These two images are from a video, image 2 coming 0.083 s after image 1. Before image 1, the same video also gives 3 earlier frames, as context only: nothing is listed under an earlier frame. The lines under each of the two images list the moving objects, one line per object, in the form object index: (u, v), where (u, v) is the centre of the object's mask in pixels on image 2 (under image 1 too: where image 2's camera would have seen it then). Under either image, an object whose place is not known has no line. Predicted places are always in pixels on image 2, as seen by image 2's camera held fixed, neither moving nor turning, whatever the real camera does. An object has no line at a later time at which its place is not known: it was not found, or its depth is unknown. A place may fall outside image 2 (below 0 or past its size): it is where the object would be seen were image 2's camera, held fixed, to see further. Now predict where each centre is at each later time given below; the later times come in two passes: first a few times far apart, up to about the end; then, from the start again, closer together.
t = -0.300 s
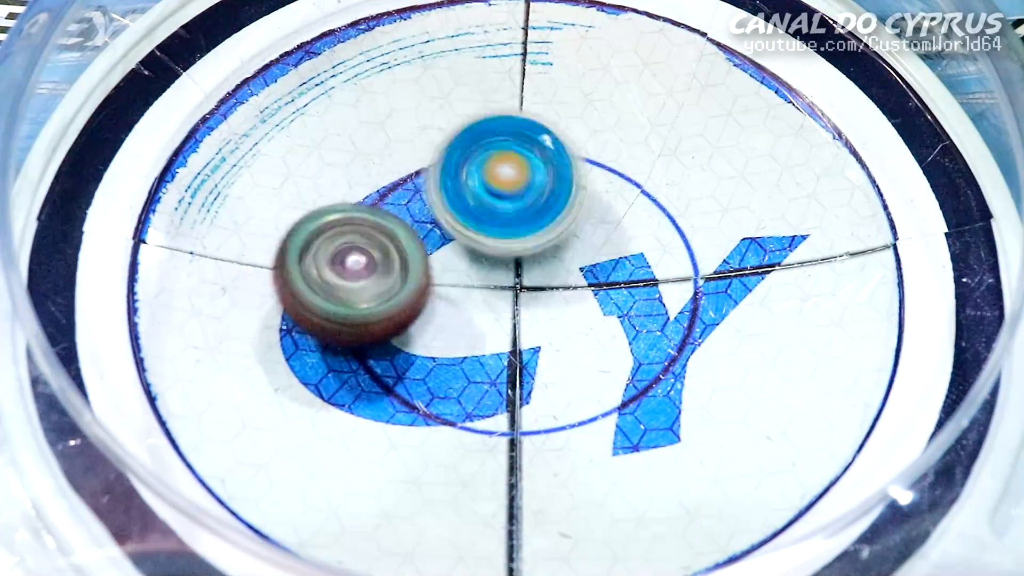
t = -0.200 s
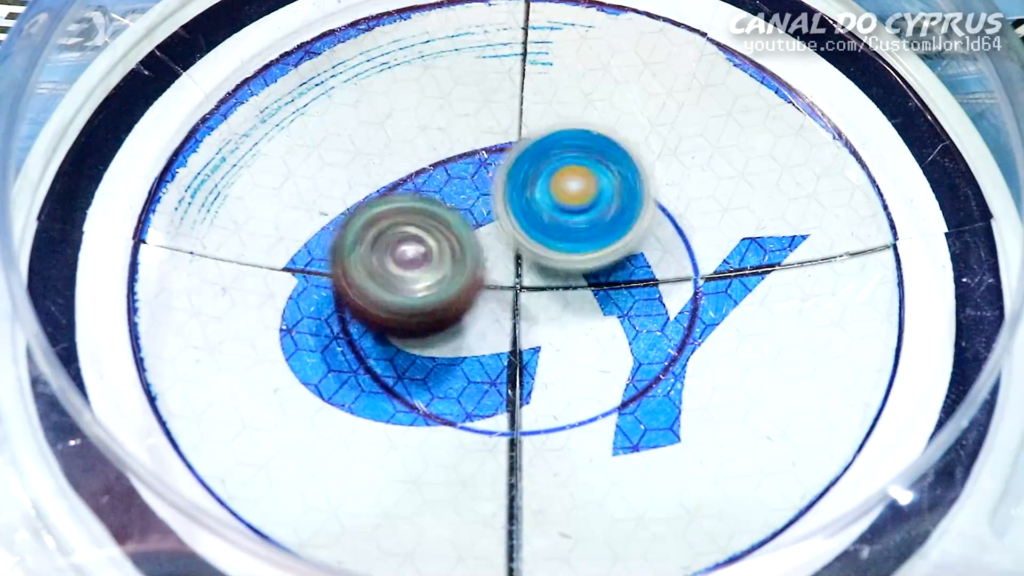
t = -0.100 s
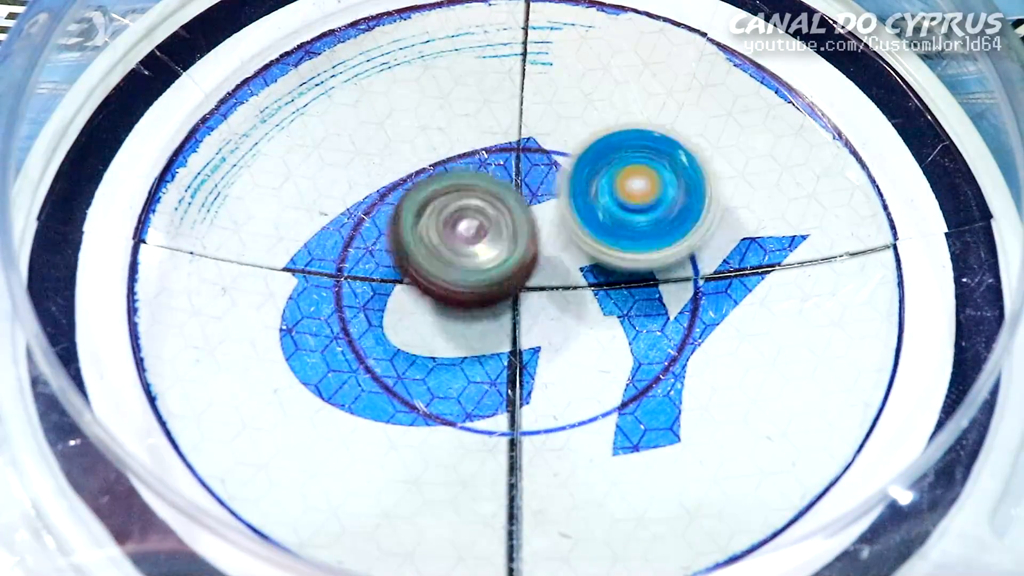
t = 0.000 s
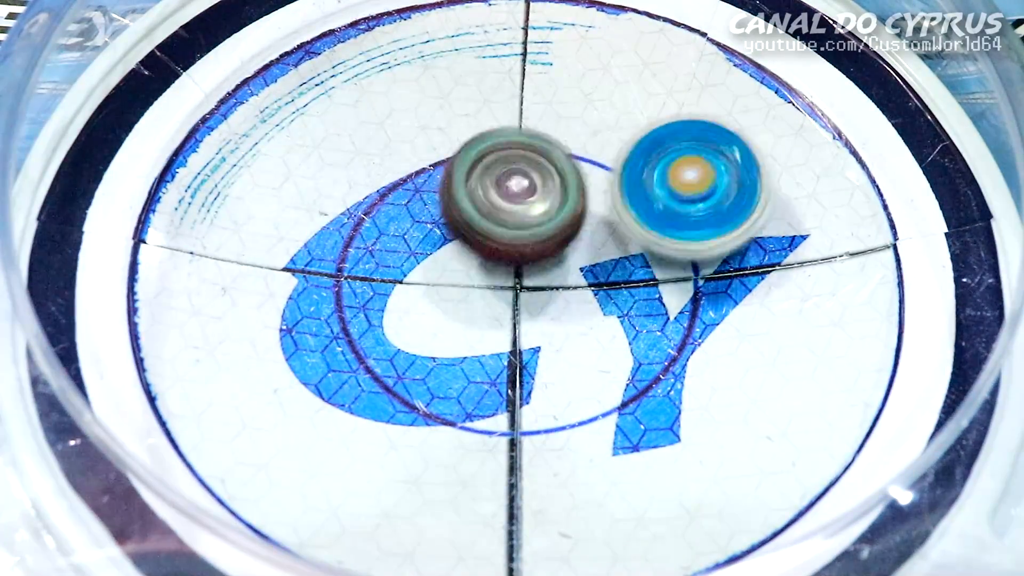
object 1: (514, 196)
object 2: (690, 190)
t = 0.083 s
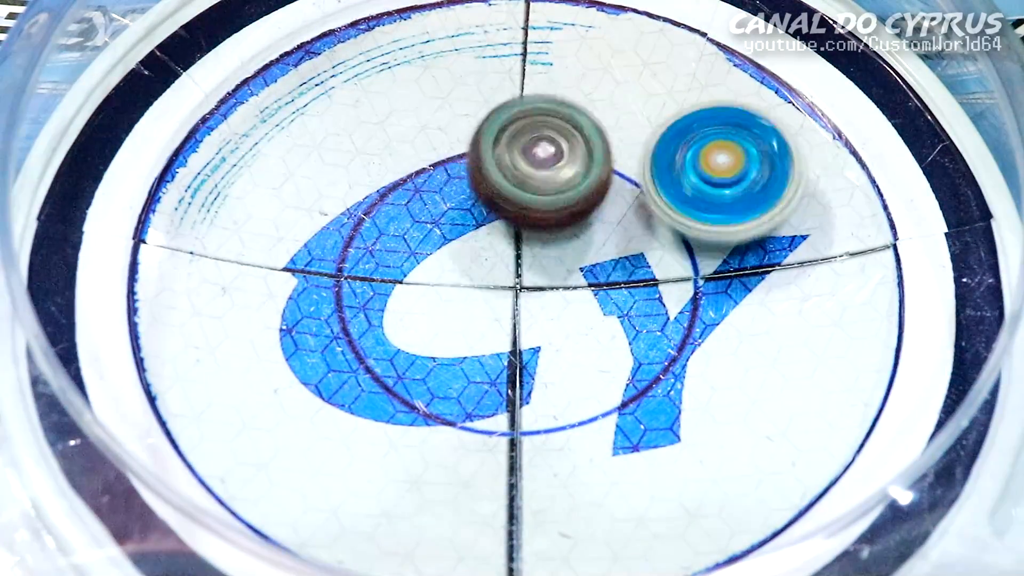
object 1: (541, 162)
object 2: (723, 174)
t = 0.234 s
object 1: (562, 115)
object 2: (716, 158)
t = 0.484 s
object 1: (482, 120)
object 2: (670, 225)
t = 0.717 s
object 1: (478, 247)
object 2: (629, 337)
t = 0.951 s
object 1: (503, 283)
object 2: (663, 408)
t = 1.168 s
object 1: (476, 246)
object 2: (634, 408)
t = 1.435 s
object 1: (459, 212)
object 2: (494, 362)
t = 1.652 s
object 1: (466, 205)
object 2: (371, 341)
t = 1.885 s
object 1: (502, 219)
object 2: (330, 331)
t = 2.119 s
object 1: (553, 234)
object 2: (382, 262)
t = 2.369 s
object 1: (652, 217)
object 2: (421, 157)
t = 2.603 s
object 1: (636, 207)
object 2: (400, 103)
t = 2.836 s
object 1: (556, 265)
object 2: (427, 147)
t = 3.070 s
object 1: (654, 435)
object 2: (520, 172)
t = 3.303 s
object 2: (640, 165)
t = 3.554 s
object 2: (645, 161)
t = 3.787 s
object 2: (597, 256)
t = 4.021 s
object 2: (626, 346)
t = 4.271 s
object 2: (607, 307)
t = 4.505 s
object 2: (511, 324)
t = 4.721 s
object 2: (459, 338)
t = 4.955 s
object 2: (438, 315)
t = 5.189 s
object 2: (432, 249)
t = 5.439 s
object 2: (414, 186)
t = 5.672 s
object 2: (435, 166)
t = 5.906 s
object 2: (485, 174)
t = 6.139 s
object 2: (579, 204)
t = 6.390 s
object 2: (650, 221)
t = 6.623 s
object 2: (648, 241)
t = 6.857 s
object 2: (587, 288)
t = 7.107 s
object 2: (515, 336)
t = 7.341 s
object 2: (457, 351)
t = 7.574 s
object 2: (424, 329)
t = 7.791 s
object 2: (434, 284)
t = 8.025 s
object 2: (440, 201)
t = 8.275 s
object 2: (424, 165)
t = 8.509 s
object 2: (469, 191)
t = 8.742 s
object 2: (556, 208)
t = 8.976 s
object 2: (623, 208)
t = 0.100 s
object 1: (543, 156)
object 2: (725, 170)
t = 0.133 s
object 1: (551, 143)
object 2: (729, 166)
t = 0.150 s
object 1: (554, 137)
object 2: (728, 164)
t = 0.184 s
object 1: (558, 128)
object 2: (724, 161)
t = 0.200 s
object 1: (560, 123)
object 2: (723, 160)
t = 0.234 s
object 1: (562, 115)
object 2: (716, 158)
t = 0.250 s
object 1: (563, 112)
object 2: (712, 159)
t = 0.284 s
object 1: (559, 106)
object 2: (706, 162)
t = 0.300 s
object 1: (552, 103)
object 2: (705, 165)
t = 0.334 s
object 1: (539, 98)
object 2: (700, 173)
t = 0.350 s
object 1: (534, 98)
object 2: (698, 177)
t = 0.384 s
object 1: (521, 99)
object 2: (692, 186)
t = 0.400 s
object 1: (515, 101)
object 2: (689, 191)
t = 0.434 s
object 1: (502, 105)
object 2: (682, 205)
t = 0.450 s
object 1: (494, 108)
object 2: (680, 210)
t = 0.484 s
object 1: (482, 120)
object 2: (670, 225)
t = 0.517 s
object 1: (472, 135)
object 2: (663, 241)
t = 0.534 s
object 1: (466, 141)
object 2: (660, 249)
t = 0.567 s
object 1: (462, 160)
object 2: (650, 267)
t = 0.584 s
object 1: (460, 168)
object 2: (647, 276)
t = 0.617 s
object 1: (458, 186)
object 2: (639, 293)
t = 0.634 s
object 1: (460, 195)
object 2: (637, 301)
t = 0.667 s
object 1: (463, 216)
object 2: (632, 317)
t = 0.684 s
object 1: (468, 226)
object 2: (631, 324)
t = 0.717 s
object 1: (478, 247)
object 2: (629, 337)
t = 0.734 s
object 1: (481, 256)
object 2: (628, 345)
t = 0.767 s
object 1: (493, 271)
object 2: (631, 359)
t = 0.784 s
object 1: (496, 278)
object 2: (636, 368)
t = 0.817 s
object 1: (504, 287)
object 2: (644, 379)
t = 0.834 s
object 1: (508, 291)
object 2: (645, 382)
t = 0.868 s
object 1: (512, 293)
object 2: (650, 389)
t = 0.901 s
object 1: (508, 288)
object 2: (657, 398)
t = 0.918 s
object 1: (506, 286)
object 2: (660, 402)
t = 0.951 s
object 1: (503, 283)
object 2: (663, 408)
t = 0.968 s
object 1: (502, 280)
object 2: (665, 410)
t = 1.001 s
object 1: (499, 275)
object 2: (665, 413)
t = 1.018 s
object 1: (496, 272)
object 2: (664, 415)
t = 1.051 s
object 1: (492, 267)
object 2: (659, 415)
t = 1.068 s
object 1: (491, 264)
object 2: (656, 415)
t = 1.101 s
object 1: (486, 258)
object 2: (651, 414)
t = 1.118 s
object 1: (483, 254)
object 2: (646, 413)
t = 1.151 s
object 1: (479, 248)
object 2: (640, 410)
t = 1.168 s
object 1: (476, 246)
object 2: (634, 408)
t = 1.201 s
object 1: (473, 242)
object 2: (625, 404)
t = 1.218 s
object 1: (470, 240)
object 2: (618, 401)
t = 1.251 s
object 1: (465, 234)
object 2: (607, 395)
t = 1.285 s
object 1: (464, 229)
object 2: (590, 389)
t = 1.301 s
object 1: (464, 226)
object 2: (581, 386)
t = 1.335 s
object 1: (462, 222)
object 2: (561, 380)
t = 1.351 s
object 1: (461, 220)
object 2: (550, 377)
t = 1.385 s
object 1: (459, 217)
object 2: (526, 371)
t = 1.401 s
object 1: (460, 215)
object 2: (516, 368)
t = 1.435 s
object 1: (459, 212)
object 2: (494, 362)
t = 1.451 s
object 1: (458, 211)
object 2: (484, 359)
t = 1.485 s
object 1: (458, 208)
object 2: (461, 353)
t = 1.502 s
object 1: (458, 207)
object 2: (451, 351)
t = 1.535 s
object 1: (458, 205)
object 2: (431, 348)
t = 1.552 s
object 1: (459, 205)
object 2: (423, 347)
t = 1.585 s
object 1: (461, 204)
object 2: (404, 345)
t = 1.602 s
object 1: (461, 204)
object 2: (395, 344)
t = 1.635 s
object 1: (464, 205)
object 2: (377, 343)
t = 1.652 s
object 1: (466, 205)
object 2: (371, 341)
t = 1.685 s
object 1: (469, 206)
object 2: (358, 340)
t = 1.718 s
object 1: (473, 207)
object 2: (347, 340)
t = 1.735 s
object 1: (474, 208)
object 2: (342, 340)
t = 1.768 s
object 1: (479, 210)
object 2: (336, 339)
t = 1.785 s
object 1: (483, 212)
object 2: (333, 338)
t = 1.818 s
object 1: (489, 214)
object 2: (330, 337)
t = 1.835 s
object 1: (492, 214)
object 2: (328, 336)
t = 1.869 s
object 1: (499, 217)
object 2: (329, 333)
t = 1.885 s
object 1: (502, 219)
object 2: (330, 331)
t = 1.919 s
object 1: (508, 221)
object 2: (334, 327)
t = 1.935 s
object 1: (511, 221)
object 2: (336, 324)
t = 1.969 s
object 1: (517, 223)
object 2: (344, 318)
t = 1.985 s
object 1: (519, 223)
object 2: (347, 314)
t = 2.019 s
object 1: (525, 224)
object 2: (356, 304)
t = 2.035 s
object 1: (529, 227)
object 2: (361, 298)
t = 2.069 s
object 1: (535, 232)
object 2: (371, 284)
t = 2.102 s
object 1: (545, 234)
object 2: (379, 271)
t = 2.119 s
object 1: (553, 234)
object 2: (382, 262)
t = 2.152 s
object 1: (571, 232)
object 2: (391, 244)
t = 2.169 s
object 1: (580, 231)
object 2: (394, 237)
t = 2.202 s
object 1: (596, 230)
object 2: (402, 223)
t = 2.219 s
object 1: (603, 229)
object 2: (405, 216)
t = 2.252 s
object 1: (617, 228)
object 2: (411, 203)
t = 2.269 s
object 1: (624, 226)
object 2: (413, 197)
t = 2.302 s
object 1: (636, 223)
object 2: (416, 183)
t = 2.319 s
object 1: (640, 222)
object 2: (418, 177)
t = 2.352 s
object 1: (648, 219)
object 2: (420, 163)
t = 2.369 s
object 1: (652, 217)
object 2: (421, 157)
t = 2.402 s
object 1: (657, 214)
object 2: (421, 143)
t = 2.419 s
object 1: (658, 213)
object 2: (421, 137)
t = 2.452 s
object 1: (660, 211)
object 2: (418, 127)
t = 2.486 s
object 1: (659, 208)
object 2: (413, 117)
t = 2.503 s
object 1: (658, 206)
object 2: (409, 113)
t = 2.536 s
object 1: (654, 206)
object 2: (404, 107)
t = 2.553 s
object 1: (650, 206)
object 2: (403, 106)
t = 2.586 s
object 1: (641, 206)
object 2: (401, 103)
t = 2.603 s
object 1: (636, 207)
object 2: (400, 103)
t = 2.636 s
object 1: (625, 208)
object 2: (398, 104)
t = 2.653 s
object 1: (619, 210)
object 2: (398, 105)
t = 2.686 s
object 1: (605, 214)
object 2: (398, 110)
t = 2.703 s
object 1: (598, 215)
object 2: (400, 113)
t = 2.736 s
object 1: (582, 221)
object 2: (404, 123)
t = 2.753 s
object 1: (574, 223)
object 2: (406, 128)
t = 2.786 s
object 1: (556, 230)
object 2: (417, 141)
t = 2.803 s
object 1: (548, 233)
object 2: (423, 148)
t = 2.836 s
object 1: (556, 265)
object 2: (427, 147)
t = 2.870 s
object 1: (575, 304)
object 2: (432, 146)
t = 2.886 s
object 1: (581, 322)
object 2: (436, 147)
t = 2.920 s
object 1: (596, 349)
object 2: (447, 151)
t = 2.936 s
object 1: (602, 360)
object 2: (454, 153)
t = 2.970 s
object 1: (617, 383)
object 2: (468, 159)
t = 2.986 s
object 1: (626, 394)
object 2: (475, 162)
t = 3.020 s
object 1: (639, 412)
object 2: (493, 167)
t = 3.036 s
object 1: (644, 421)
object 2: (502, 169)
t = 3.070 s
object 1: (654, 435)
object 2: (520, 172)
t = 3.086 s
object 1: (657, 440)
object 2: (528, 174)
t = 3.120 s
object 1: (665, 450)
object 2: (550, 177)
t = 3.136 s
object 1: (669, 453)
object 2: (557, 178)
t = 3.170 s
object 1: (673, 457)
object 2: (577, 178)
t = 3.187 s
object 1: (674, 458)
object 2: (585, 178)
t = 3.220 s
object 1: (675, 455)
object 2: (605, 175)
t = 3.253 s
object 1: (672, 451)
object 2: (620, 172)
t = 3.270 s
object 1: (669, 447)
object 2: (627, 169)
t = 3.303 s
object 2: (640, 165)
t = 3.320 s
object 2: (644, 165)
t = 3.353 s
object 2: (653, 162)
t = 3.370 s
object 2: (656, 160)
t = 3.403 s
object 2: (661, 157)
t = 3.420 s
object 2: (661, 156)
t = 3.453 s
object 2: (660, 154)
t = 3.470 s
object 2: (659, 154)
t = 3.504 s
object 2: (655, 155)
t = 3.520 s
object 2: (652, 156)
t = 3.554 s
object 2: (645, 161)
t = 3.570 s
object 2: (641, 163)
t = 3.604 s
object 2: (632, 171)
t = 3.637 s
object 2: (622, 187)
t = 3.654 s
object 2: (618, 196)
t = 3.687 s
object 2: (610, 211)
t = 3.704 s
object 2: (605, 219)
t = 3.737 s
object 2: (600, 234)
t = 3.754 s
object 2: (599, 241)
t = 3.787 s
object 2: (597, 256)
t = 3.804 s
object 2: (596, 264)
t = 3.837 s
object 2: (595, 280)
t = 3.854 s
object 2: (597, 289)
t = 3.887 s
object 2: (600, 304)
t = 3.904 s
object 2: (602, 310)
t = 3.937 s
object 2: (608, 324)
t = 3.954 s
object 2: (610, 329)
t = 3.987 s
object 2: (618, 339)
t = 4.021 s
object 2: (626, 346)
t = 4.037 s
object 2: (629, 346)
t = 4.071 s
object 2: (639, 347)
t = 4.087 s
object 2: (641, 346)
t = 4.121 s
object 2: (645, 341)
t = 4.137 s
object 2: (645, 337)
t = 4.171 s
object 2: (642, 328)
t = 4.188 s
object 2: (638, 324)
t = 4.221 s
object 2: (629, 316)
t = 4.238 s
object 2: (623, 314)
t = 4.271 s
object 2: (607, 307)
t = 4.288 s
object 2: (597, 305)
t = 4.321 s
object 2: (579, 300)
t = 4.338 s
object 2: (568, 298)
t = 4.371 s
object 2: (558, 304)
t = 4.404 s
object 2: (545, 310)
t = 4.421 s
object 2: (539, 312)
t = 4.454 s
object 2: (527, 318)
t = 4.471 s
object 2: (521, 320)
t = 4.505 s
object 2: (511, 324)
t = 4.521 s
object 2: (504, 326)
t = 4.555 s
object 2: (494, 330)
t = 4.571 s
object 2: (490, 331)
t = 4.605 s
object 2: (482, 334)
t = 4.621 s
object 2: (477, 335)
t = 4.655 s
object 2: (470, 337)
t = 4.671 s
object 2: (467, 337)
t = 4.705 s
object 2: (461, 338)
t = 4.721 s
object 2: (459, 338)
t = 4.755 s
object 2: (455, 337)
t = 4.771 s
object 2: (452, 336)
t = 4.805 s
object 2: (448, 334)
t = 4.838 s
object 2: (445, 331)
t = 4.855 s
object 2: (443, 329)
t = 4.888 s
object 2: (440, 325)
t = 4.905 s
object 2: (439, 322)
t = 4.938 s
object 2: (438, 318)
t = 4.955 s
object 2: (438, 315)
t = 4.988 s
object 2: (438, 308)
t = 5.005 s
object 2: (439, 306)
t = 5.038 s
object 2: (439, 298)
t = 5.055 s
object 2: (440, 294)
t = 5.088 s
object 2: (441, 285)
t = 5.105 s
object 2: (442, 282)
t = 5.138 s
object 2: (437, 267)
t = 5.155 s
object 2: (435, 261)
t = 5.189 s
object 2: (432, 249)
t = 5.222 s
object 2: (429, 240)
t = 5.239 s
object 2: (428, 235)
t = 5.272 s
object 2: (426, 223)
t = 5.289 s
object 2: (426, 219)
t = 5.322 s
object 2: (424, 211)
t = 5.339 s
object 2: (422, 207)
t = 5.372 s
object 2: (419, 198)
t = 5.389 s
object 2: (418, 196)
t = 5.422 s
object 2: (416, 190)
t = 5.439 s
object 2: (414, 186)
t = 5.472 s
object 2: (413, 181)
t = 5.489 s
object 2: (414, 179)
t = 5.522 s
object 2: (416, 176)
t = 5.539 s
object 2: (417, 174)
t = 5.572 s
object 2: (420, 171)
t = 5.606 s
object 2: (424, 170)
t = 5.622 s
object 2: (426, 170)
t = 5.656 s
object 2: (431, 167)
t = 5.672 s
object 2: (435, 166)
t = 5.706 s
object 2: (439, 166)
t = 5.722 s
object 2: (440, 165)
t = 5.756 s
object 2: (445, 163)
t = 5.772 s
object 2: (450, 163)
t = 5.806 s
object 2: (459, 165)
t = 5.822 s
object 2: (463, 167)
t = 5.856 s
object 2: (472, 170)
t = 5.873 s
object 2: (475, 170)
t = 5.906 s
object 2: (485, 174)
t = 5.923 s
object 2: (493, 178)
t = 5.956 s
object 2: (503, 182)
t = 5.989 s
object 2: (516, 185)
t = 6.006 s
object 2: (523, 187)
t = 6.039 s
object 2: (539, 193)
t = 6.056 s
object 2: (546, 195)
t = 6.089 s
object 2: (560, 199)
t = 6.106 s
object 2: (566, 200)
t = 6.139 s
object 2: (579, 204)
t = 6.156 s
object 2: (587, 205)
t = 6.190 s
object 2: (599, 208)
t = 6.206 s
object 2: (604, 208)
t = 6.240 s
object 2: (616, 212)
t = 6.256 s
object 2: (621, 213)
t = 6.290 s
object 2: (629, 214)
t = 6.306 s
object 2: (633, 217)
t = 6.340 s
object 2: (639, 218)
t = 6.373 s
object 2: (646, 221)
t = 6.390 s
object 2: (650, 221)
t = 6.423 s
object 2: (653, 223)
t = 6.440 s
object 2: (656, 224)
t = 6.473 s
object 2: (658, 226)
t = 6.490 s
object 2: (658, 228)
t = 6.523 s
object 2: (658, 231)
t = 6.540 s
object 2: (658, 232)
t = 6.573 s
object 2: (655, 235)
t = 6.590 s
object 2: (653, 237)
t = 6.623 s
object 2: (648, 241)
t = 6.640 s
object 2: (647, 243)
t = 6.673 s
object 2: (639, 251)
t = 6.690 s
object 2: (634, 255)
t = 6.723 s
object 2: (624, 260)
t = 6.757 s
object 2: (616, 266)
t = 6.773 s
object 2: (609, 268)
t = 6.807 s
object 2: (603, 273)
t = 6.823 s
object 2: (596, 279)
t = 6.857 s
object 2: (587, 288)
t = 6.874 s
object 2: (583, 291)
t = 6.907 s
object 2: (573, 299)
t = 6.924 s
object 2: (567, 302)
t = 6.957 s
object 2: (557, 308)
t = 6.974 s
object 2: (553, 311)
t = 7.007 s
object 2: (543, 318)
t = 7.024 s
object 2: (538, 320)
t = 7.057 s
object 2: (529, 326)
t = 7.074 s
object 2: (524, 328)
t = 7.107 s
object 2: (515, 336)
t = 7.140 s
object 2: (504, 342)
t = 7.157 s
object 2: (499, 345)
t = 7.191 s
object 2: (490, 348)
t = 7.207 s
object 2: (486, 350)
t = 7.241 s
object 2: (479, 352)
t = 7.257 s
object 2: (473, 353)
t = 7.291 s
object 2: (468, 353)
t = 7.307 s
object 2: (464, 352)
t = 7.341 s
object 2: (457, 351)
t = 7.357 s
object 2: (456, 350)
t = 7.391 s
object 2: (451, 347)
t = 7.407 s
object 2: (449, 345)
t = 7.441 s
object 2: (444, 340)
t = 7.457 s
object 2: (442, 339)
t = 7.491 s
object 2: (435, 337)
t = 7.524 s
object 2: (428, 334)
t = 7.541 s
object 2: (427, 333)
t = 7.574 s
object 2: (424, 329)
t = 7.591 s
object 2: (424, 327)
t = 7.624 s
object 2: (422, 321)
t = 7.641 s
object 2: (421, 318)
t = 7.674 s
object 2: (422, 313)
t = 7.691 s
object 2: (423, 309)
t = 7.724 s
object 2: (424, 301)
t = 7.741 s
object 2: (427, 297)
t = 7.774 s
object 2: (431, 288)
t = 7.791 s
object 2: (434, 284)
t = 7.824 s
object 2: (436, 274)
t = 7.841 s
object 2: (439, 265)
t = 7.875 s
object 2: (444, 252)
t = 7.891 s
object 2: (446, 246)
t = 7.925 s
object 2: (450, 234)
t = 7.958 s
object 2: (449, 221)
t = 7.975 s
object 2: (446, 217)
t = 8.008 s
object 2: (443, 206)
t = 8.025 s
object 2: (440, 201)
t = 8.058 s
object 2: (436, 191)
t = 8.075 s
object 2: (433, 186)
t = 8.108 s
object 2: (429, 178)
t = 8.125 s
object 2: (427, 174)
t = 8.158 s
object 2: (424, 170)
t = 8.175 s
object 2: (423, 169)
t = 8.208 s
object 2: (423, 166)
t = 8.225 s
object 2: (423, 165)
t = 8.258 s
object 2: (423, 165)
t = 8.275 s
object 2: (424, 165)
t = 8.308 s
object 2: (425, 167)
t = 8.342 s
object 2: (429, 169)
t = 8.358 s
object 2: (433, 171)
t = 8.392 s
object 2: (438, 175)
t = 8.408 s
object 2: (443, 178)
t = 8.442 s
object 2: (450, 183)
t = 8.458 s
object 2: (455, 186)
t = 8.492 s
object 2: (465, 191)
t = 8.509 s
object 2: (469, 191)
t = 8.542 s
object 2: (480, 194)
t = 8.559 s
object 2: (486, 195)
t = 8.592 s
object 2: (499, 196)
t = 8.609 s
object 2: (504, 197)
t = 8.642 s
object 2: (517, 199)
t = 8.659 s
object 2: (522, 199)
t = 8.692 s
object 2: (536, 203)
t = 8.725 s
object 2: (549, 205)
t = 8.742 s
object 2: (556, 208)
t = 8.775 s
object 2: (570, 210)
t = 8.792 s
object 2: (575, 211)
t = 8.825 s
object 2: (588, 212)
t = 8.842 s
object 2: (594, 211)
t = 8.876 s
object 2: (607, 209)
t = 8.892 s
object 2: (610, 209)
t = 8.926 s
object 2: (616, 209)
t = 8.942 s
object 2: (619, 208)
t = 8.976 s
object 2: (623, 208)
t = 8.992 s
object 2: (626, 209)
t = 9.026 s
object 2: (627, 210)
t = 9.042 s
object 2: (627, 212)
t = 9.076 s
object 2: (627, 214)
